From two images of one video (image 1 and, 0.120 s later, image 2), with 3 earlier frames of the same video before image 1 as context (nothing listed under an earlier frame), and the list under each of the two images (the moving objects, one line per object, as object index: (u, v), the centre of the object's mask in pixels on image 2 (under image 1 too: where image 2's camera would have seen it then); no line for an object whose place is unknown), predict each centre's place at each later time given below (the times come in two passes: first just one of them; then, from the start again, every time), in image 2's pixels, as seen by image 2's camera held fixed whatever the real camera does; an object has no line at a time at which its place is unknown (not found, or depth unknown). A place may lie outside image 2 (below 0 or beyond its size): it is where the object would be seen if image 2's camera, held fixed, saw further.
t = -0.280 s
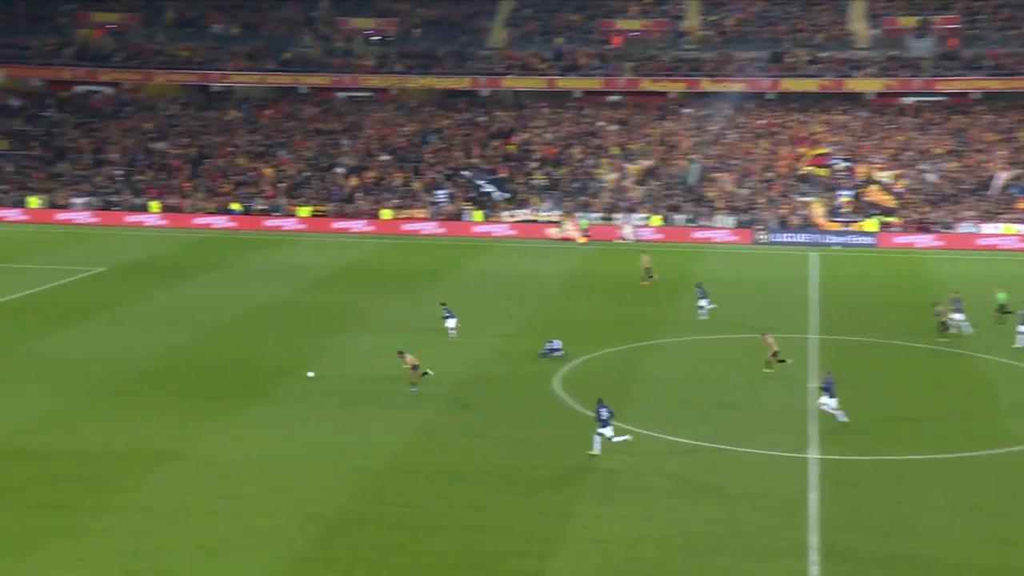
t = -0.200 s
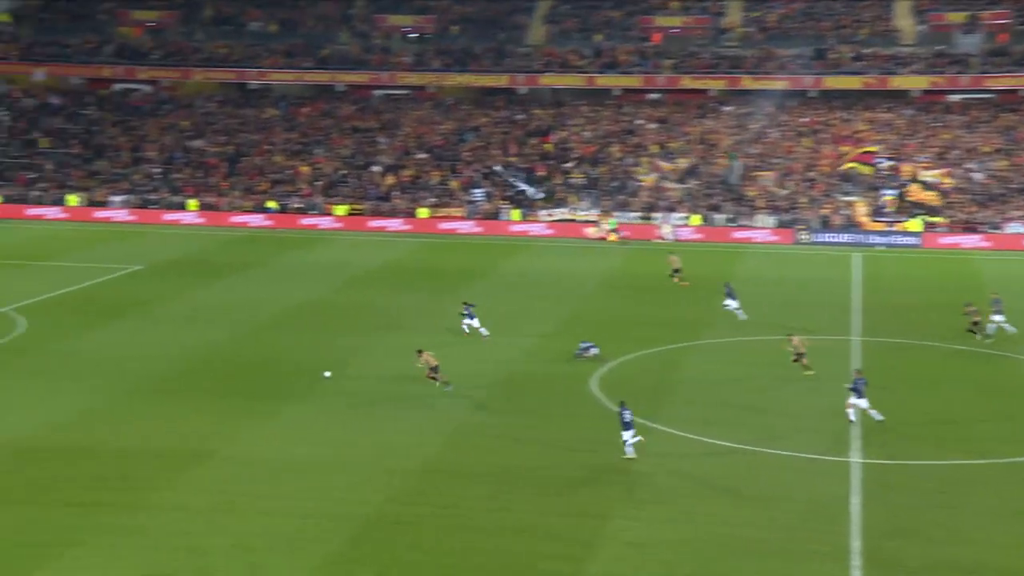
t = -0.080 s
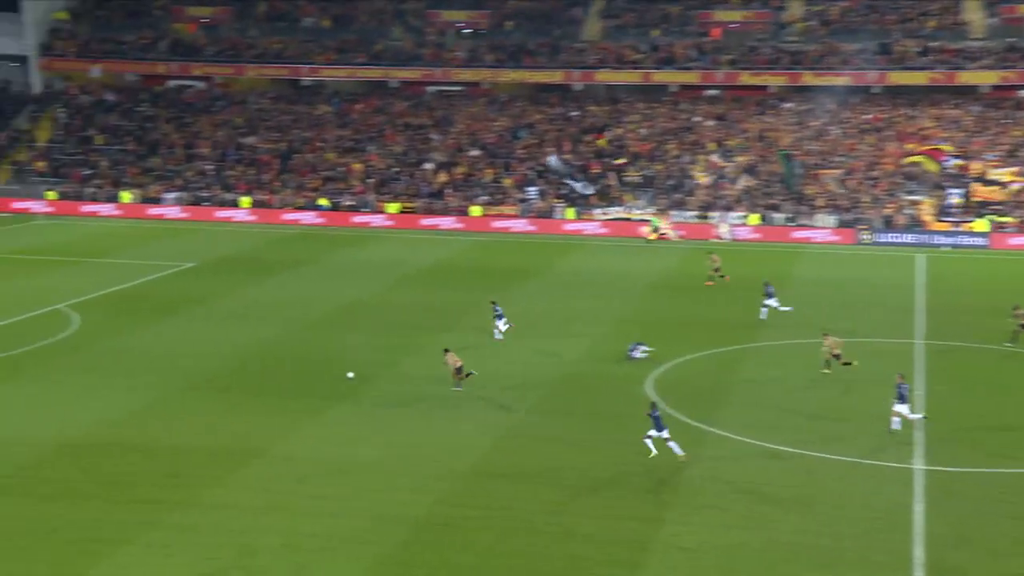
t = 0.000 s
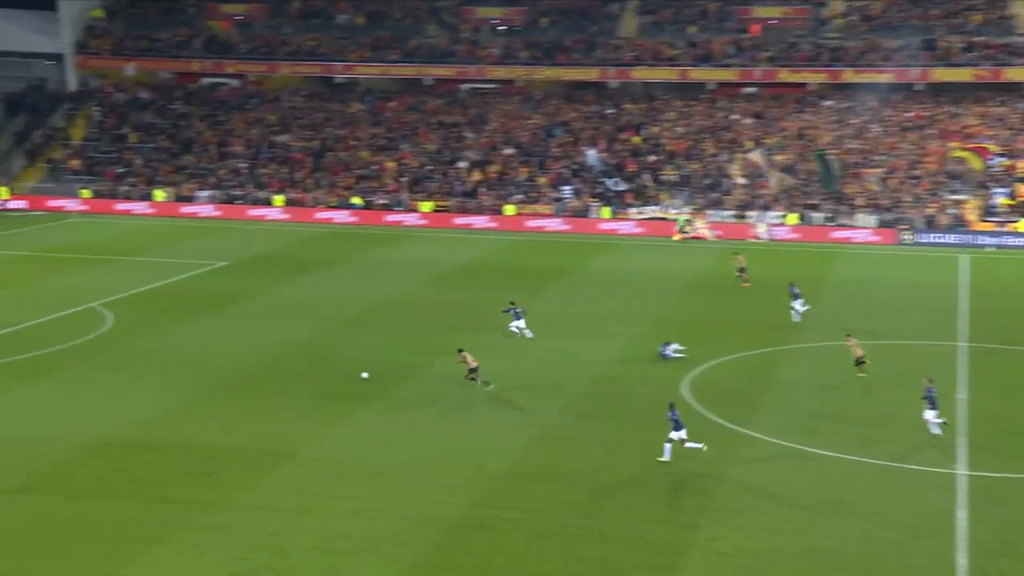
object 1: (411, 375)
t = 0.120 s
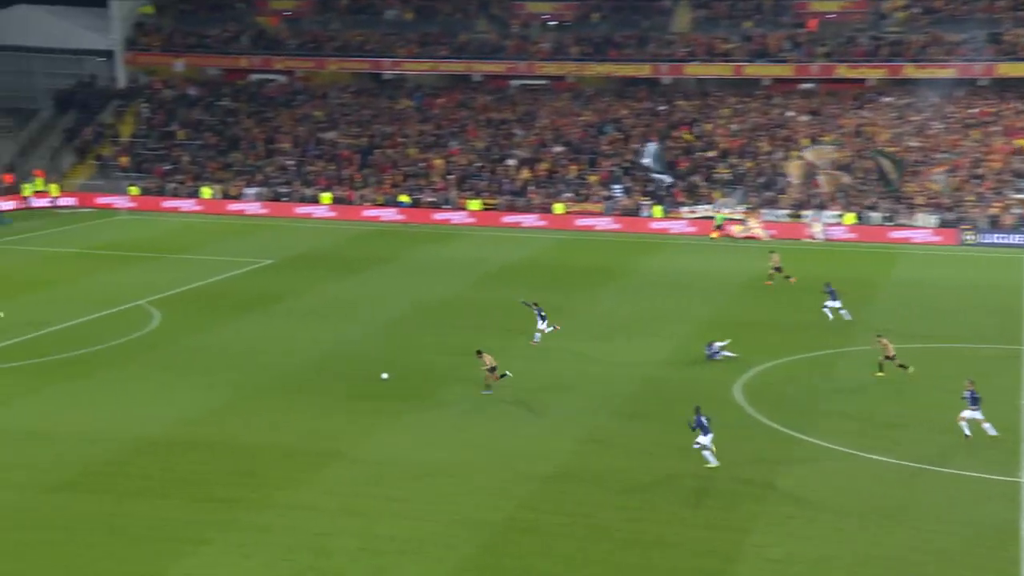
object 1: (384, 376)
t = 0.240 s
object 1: (358, 377)
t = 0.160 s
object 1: (375, 377)
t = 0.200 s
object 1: (366, 377)
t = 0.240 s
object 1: (358, 377)
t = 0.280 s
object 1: (349, 378)
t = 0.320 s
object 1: (341, 378)
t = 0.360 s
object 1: (333, 378)
